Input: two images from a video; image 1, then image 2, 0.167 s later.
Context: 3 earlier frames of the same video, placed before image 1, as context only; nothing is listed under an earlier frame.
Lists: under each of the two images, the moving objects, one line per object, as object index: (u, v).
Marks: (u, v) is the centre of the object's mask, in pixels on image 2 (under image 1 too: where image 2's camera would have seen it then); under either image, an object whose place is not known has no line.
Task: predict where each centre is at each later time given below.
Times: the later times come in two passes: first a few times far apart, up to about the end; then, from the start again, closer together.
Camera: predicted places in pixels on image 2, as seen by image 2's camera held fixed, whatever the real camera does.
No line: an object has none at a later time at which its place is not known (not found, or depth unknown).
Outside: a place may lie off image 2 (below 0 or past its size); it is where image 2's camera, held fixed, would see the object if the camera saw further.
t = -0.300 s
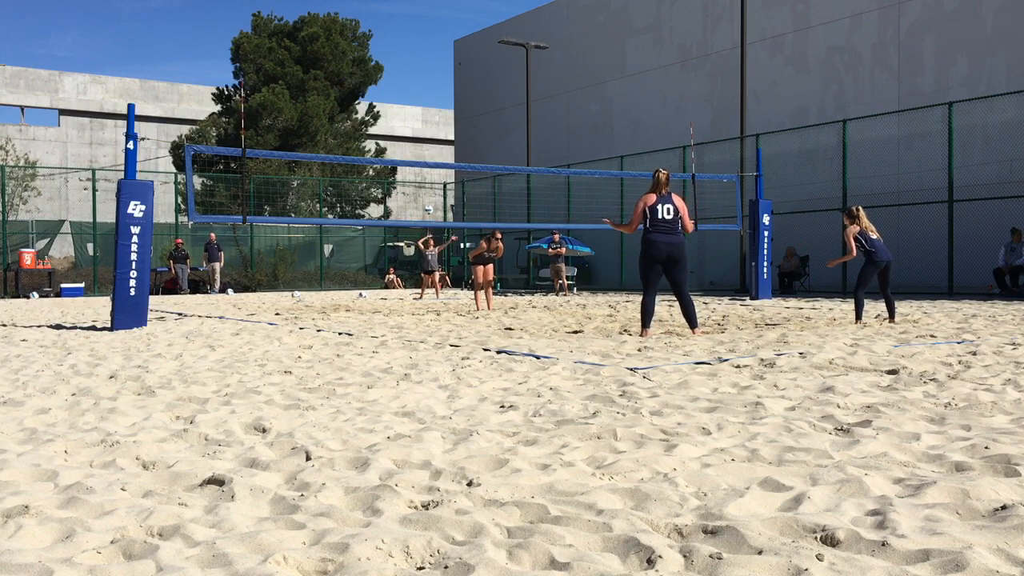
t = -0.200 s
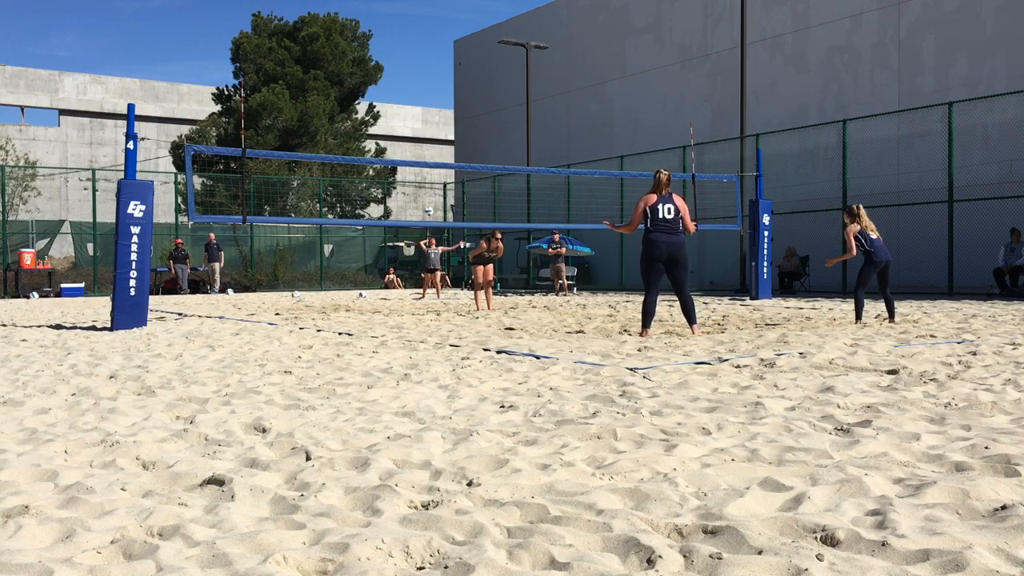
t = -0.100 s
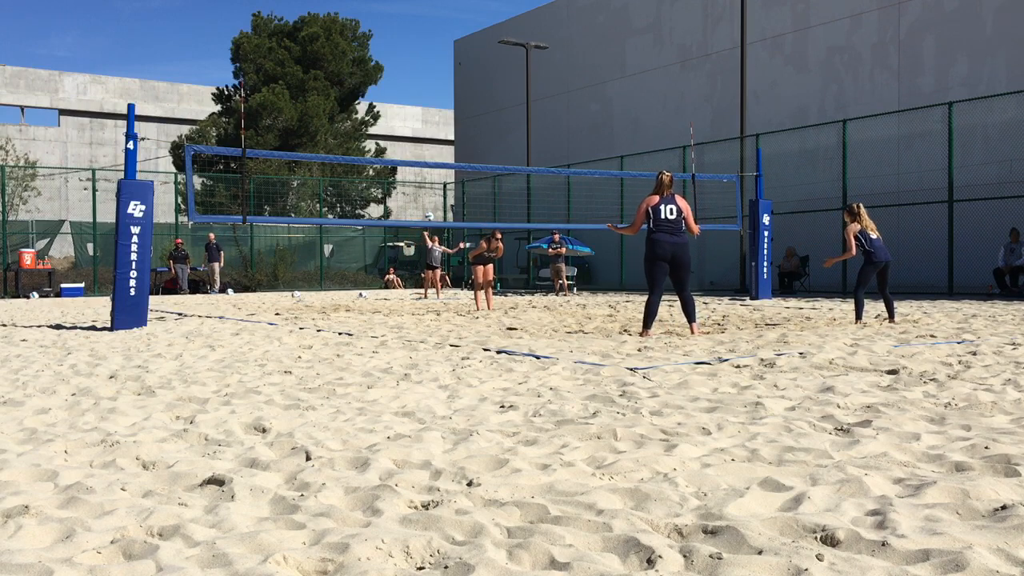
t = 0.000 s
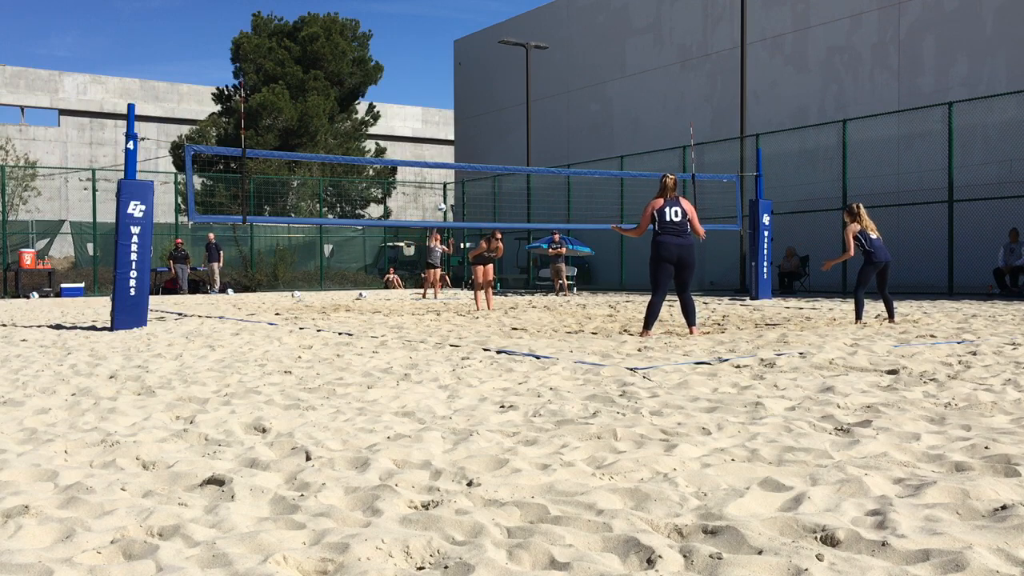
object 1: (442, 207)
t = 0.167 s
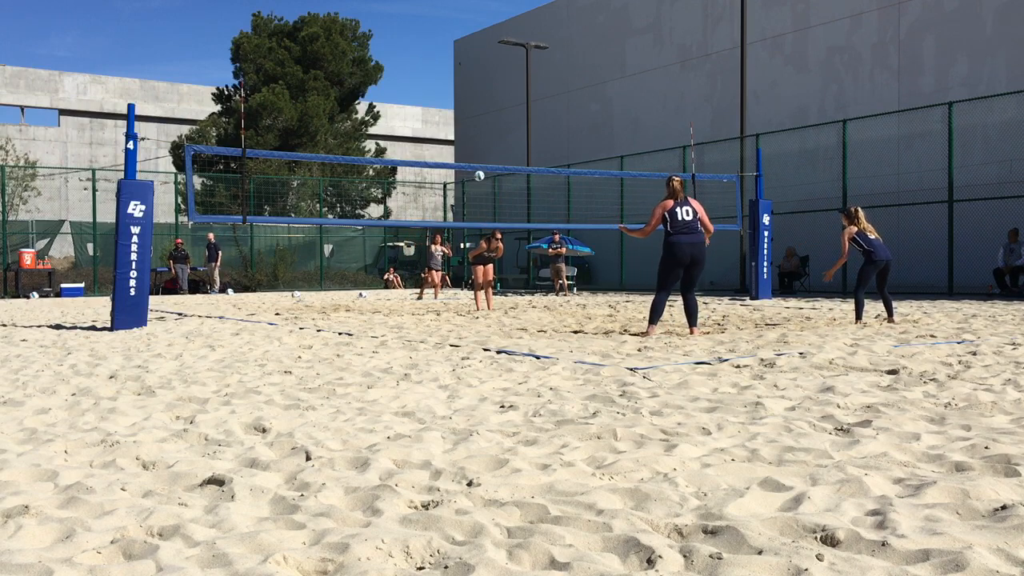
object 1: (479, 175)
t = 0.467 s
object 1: (556, 142)
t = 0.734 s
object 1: (645, 156)
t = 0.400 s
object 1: (538, 146)
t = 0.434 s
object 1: (547, 144)
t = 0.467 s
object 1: (556, 142)
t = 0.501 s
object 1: (566, 142)
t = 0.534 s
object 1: (576, 142)
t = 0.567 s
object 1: (587, 142)
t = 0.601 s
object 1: (598, 143)
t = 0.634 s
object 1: (609, 145)
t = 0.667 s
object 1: (621, 148)
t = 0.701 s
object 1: (633, 151)
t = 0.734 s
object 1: (645, 156)
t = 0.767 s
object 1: (657, 161)
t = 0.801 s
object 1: (669, 167)
